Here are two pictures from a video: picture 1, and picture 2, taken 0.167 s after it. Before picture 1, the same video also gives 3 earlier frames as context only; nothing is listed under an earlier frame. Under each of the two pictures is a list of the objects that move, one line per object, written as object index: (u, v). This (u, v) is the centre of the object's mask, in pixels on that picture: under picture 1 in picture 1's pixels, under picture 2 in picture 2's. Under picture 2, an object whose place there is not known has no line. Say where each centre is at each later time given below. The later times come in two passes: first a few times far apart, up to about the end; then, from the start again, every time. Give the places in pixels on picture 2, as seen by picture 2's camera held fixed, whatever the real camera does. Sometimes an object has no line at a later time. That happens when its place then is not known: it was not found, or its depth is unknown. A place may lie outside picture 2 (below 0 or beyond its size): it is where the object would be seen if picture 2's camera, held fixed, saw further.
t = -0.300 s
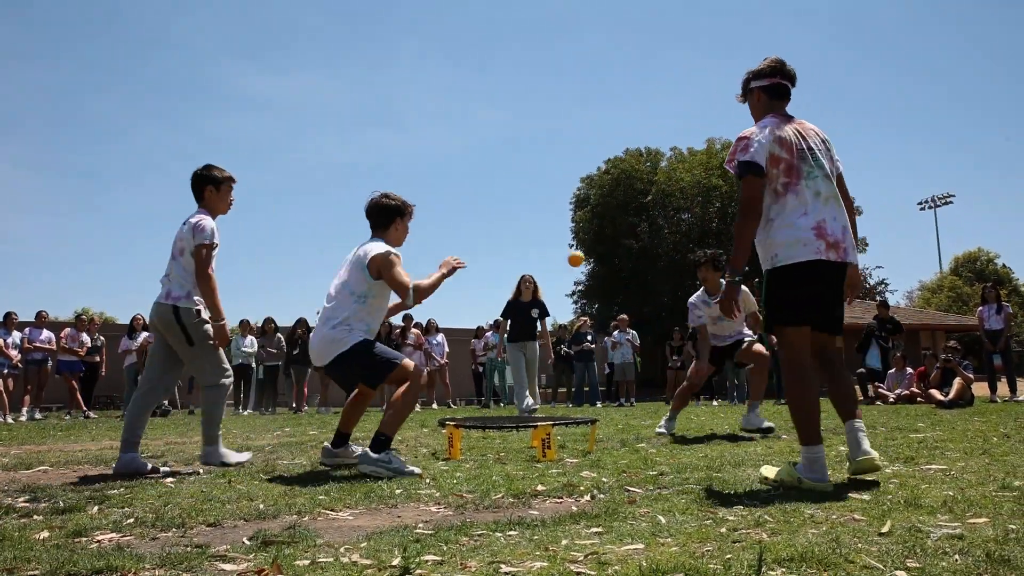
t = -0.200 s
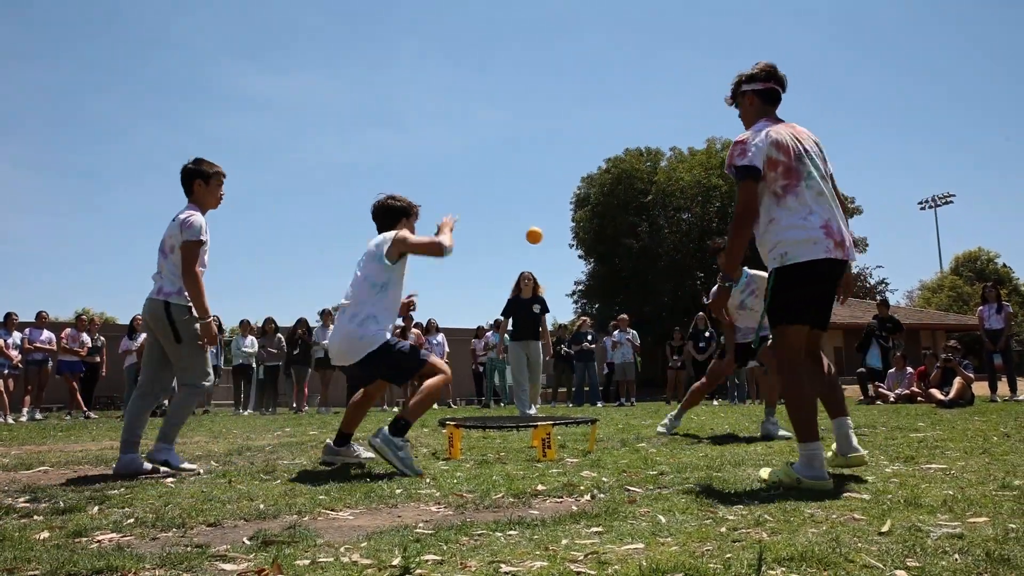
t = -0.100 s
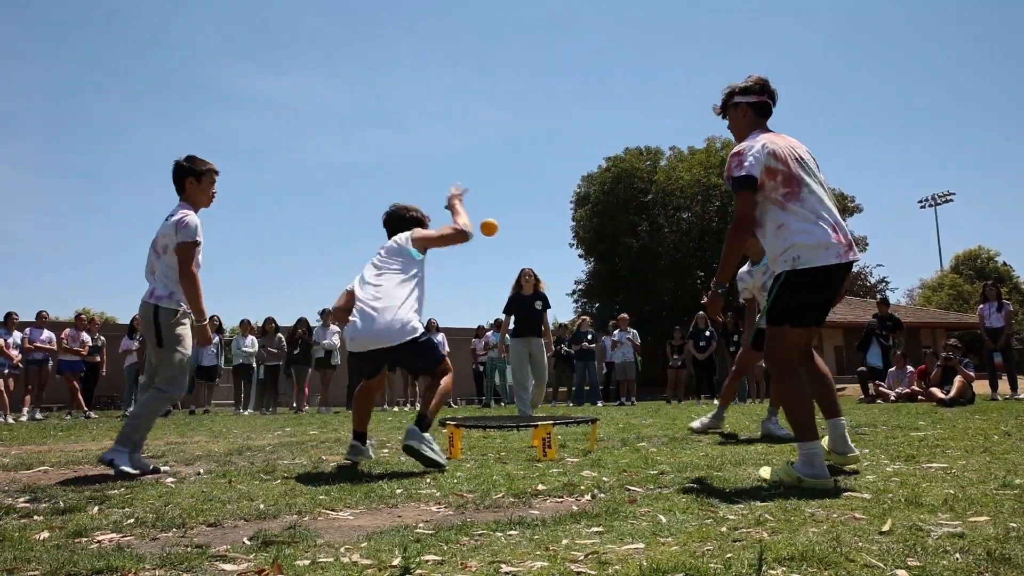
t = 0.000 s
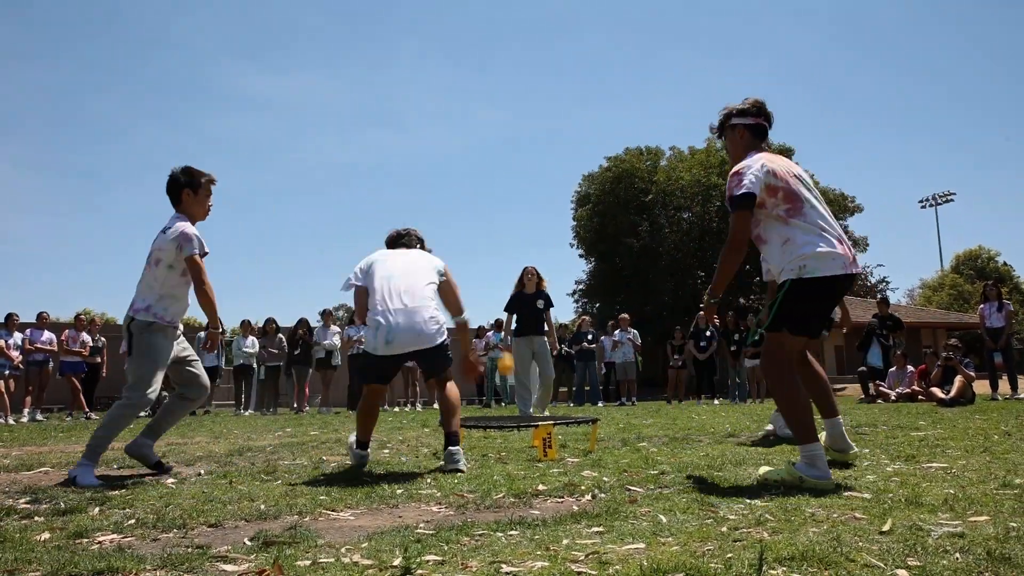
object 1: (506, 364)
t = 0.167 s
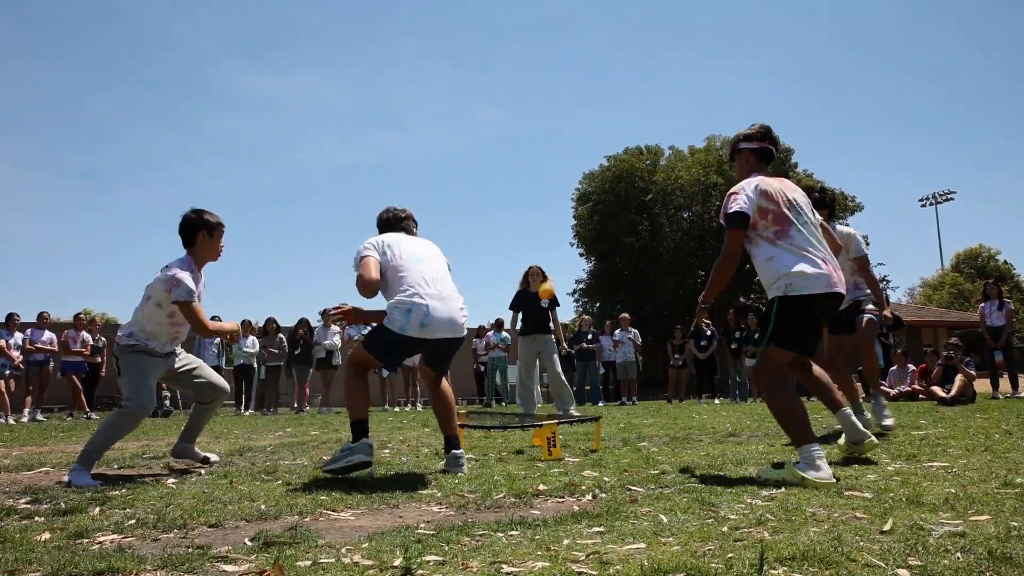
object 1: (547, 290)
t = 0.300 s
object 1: (570, 177)
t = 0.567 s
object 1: (616, 44)
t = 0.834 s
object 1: (659, 19)
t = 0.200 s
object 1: (553, 259)
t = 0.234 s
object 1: (559, 230)
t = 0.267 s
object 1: (565, 202)
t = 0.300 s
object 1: (570, 177)
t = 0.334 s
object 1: (576, 152)
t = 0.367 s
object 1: (582, 131)
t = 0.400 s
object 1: (588, 113)
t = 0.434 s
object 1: (593, 95)
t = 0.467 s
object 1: (599, 79)
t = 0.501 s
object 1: (605, 66)
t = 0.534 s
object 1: (611, 54)
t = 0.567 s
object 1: (616, 44)
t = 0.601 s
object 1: (621, 36)
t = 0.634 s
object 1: (627, 29)
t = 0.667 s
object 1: (632, 23)
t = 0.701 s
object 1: (638, 19)
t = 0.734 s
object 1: (643, 18)
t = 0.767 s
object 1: (648, 17)
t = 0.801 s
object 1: (653, 17)
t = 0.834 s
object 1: (659, 19)
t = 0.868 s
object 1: (664, 23)
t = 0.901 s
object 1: (670, 29)
